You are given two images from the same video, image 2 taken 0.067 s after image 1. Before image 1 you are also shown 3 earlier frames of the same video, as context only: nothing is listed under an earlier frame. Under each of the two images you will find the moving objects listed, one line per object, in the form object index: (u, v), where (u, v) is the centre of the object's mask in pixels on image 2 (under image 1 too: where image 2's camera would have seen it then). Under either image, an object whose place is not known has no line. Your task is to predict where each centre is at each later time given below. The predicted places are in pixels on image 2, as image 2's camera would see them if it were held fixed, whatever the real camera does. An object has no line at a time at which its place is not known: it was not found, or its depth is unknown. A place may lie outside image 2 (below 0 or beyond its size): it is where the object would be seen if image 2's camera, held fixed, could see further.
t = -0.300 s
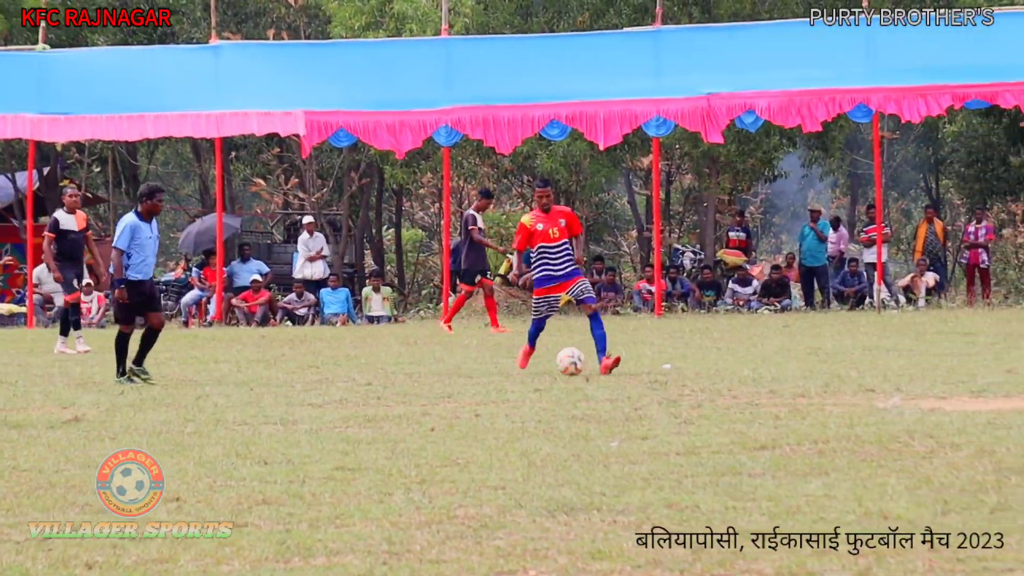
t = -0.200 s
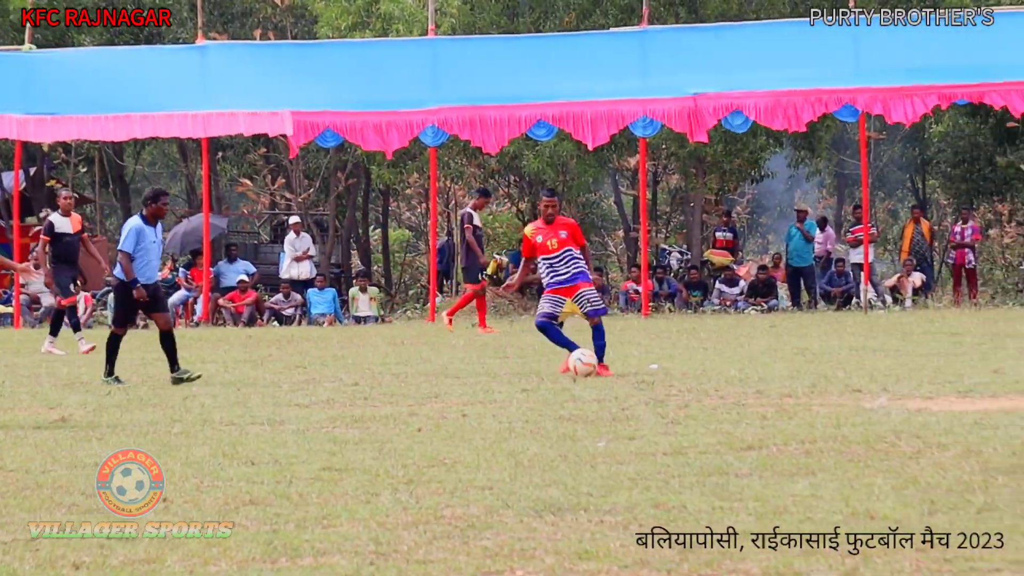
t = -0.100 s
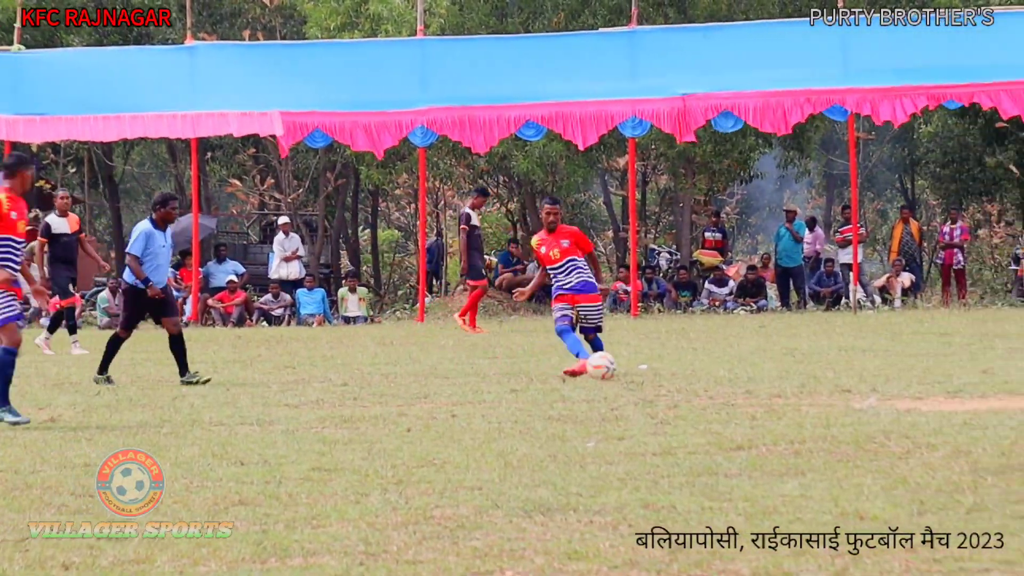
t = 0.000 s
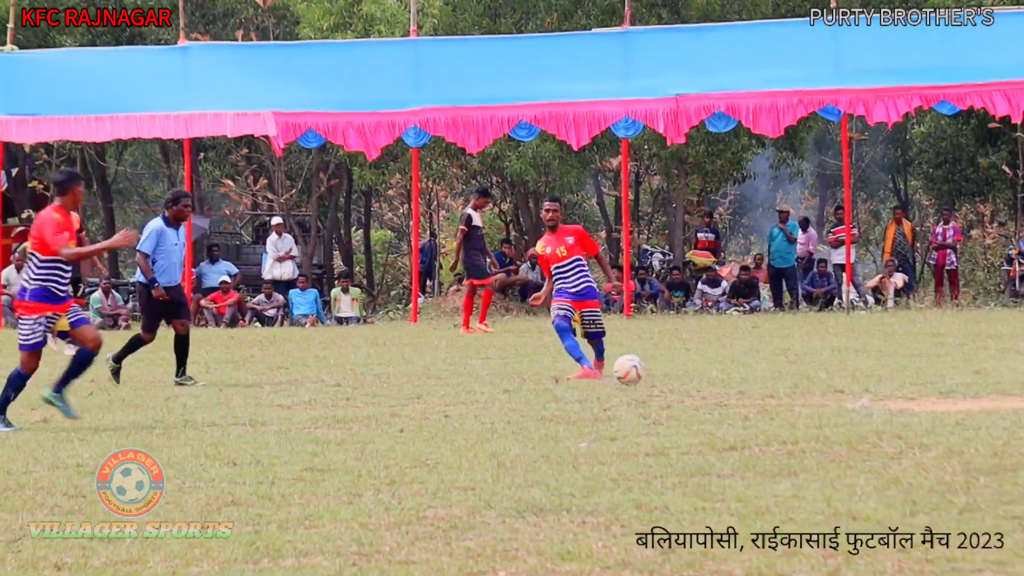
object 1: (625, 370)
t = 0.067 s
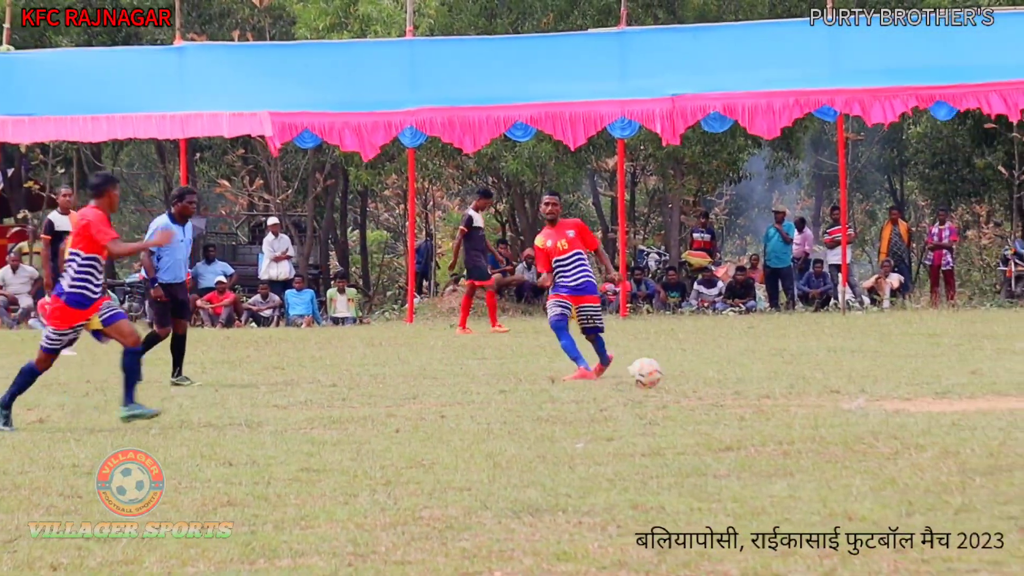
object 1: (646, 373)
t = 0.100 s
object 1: (658, 374)
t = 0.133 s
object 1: (665, 373)
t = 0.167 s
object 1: (679, 371)
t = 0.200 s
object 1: (694, 372)
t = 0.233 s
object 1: (701, 374)
